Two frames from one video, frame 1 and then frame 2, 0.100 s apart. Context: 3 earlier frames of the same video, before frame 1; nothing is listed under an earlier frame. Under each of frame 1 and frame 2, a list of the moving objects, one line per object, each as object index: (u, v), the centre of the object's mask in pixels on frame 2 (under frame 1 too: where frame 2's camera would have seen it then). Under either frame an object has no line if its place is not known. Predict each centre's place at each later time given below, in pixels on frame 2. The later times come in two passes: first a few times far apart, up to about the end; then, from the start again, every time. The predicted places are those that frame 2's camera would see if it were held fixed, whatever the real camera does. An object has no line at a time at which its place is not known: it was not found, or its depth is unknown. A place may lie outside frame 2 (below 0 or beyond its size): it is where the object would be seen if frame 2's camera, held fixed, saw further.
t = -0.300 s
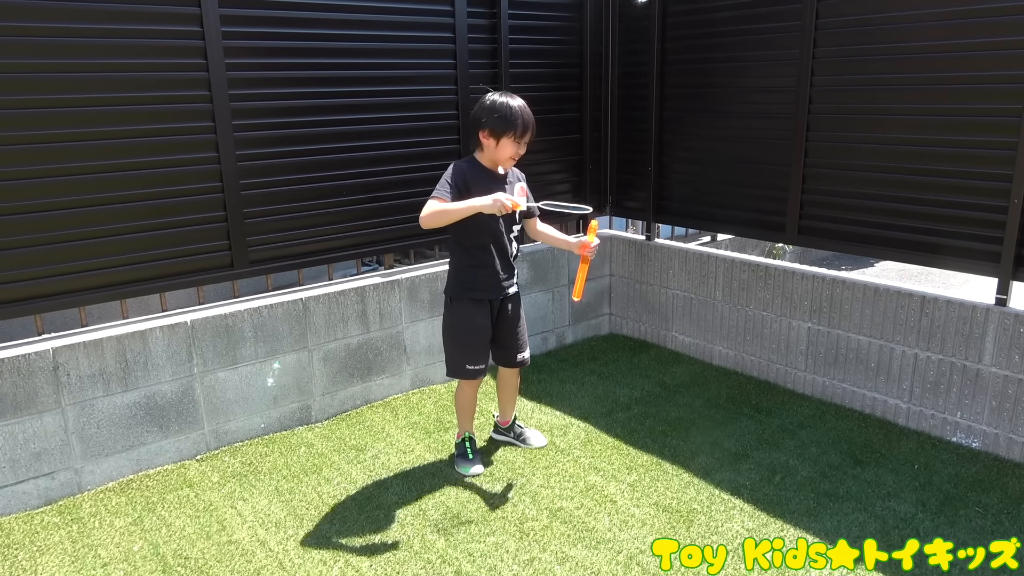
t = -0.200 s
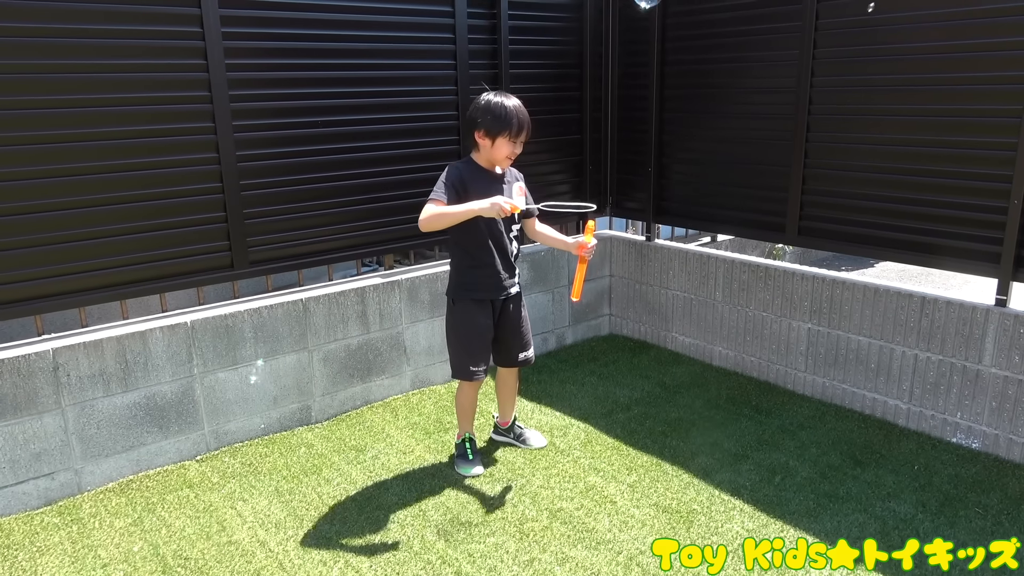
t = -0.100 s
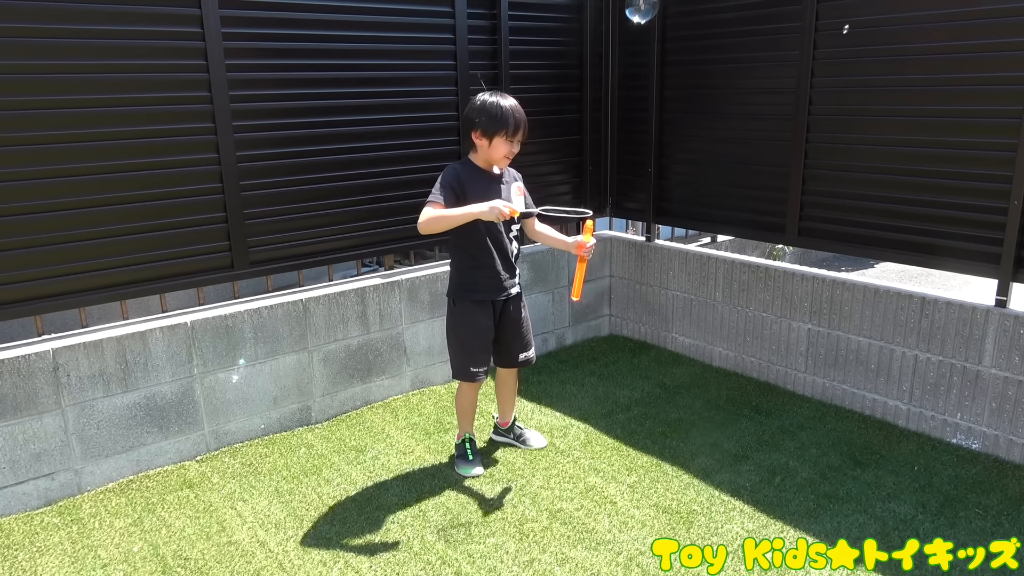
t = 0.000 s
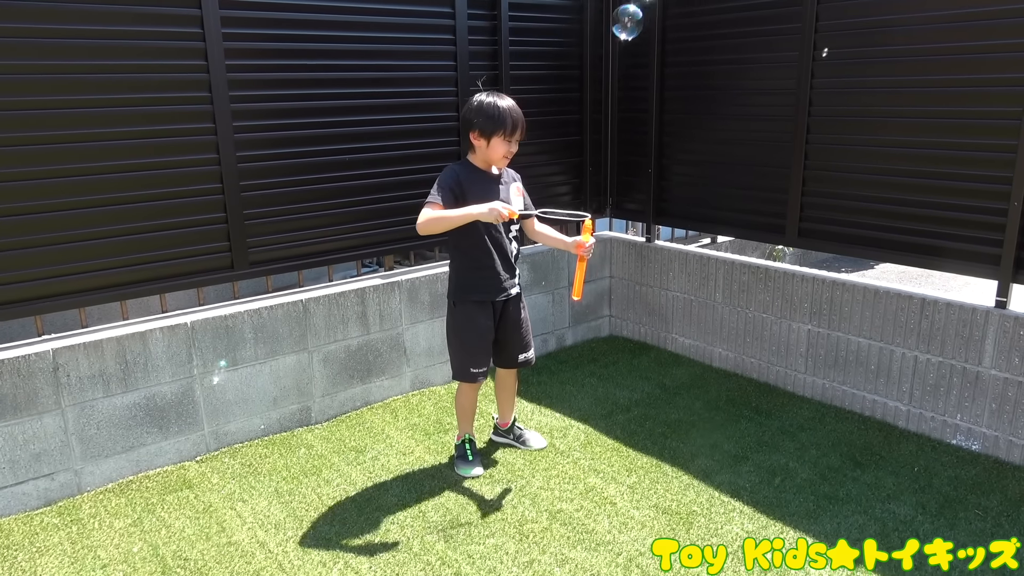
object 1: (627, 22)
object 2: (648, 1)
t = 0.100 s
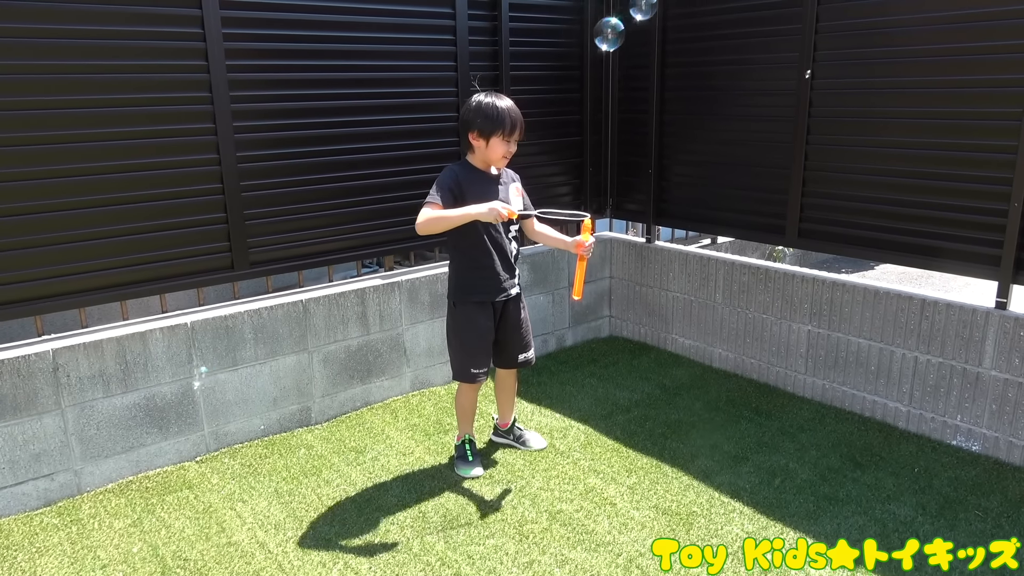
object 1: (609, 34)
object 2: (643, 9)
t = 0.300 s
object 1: (577, 38)
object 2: (612, 28)
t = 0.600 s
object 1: (545, 23)
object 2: (575, 42)
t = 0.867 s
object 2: (565, 56)
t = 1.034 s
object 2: (565, 67)
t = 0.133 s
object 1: (603, 36)
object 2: (638, 12)
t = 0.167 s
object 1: (597, 38)
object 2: (633, 15)
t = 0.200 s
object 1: (592, 38)
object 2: (628, 19)
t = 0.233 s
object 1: (587, 39)
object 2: (622, 23)
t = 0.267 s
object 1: (582, 39)
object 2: (617, 25)
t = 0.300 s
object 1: (577, 38)
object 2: (612, 28)
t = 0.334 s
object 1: (573, 37)
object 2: (607, 30)
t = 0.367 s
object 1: (569, 36)
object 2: (601, 32)
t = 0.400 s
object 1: (565, 34)
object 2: (597, 34)
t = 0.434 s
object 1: (561, 32)
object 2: (592, 36)
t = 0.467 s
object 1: (558, 30)
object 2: (588, 37)
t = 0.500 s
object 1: (555, 29)
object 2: (584, 39)
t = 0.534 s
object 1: (551, 27)
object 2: (581, 40)
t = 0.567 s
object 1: (548, 25)
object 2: (578, 41)
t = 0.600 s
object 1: (545, 23)
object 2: (575, 42)
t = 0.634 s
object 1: (543, 21)
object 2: (573, 44)
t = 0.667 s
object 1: (540, 19)
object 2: (572, 45)
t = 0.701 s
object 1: (537, 17)
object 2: (570, 47)
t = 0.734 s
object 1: (535, 15)
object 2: (568, 48)
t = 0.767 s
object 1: (533, 13)
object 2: (567, 50)
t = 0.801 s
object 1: (530, 11)
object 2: (566, 52)
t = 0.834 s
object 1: (528, 10)
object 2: (566, 53)
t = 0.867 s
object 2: (565, 56)
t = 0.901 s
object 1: (525, 8)
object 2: (565, 58)
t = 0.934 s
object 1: (523, 7)
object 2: (565, 60)
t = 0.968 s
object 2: (565, 62)
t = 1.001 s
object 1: (521, 5)
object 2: (565, 64)
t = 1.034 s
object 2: (565, 67)
